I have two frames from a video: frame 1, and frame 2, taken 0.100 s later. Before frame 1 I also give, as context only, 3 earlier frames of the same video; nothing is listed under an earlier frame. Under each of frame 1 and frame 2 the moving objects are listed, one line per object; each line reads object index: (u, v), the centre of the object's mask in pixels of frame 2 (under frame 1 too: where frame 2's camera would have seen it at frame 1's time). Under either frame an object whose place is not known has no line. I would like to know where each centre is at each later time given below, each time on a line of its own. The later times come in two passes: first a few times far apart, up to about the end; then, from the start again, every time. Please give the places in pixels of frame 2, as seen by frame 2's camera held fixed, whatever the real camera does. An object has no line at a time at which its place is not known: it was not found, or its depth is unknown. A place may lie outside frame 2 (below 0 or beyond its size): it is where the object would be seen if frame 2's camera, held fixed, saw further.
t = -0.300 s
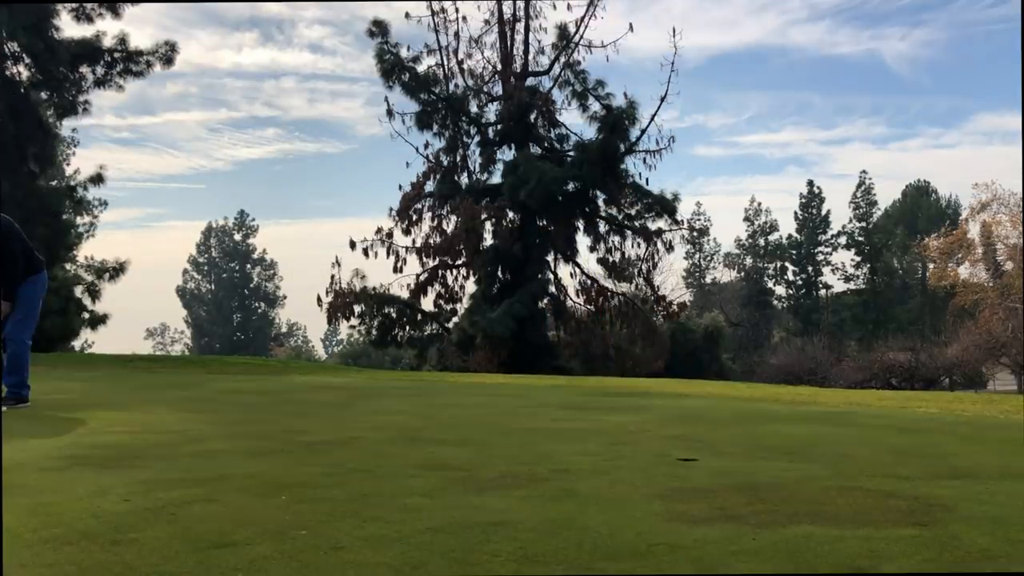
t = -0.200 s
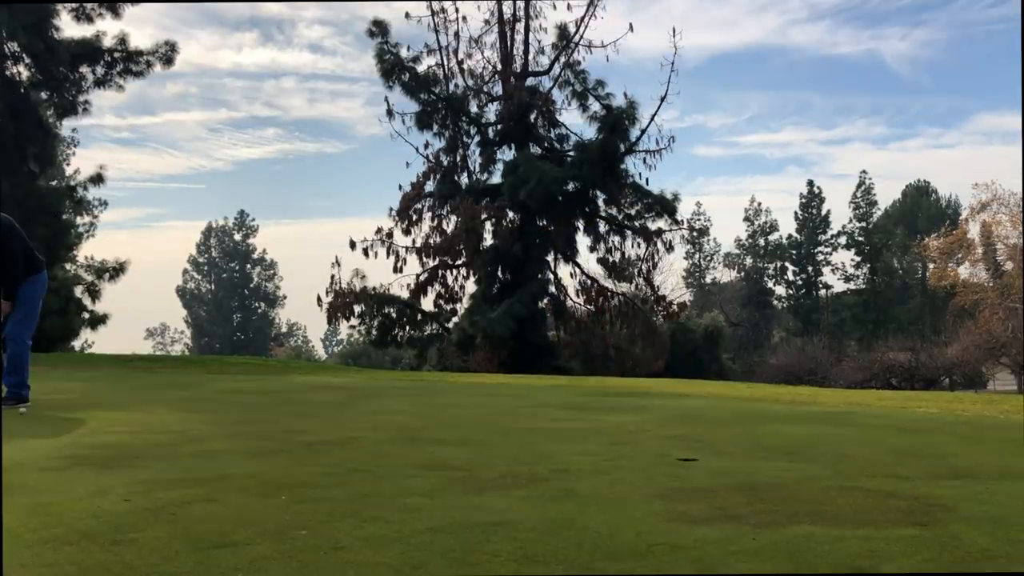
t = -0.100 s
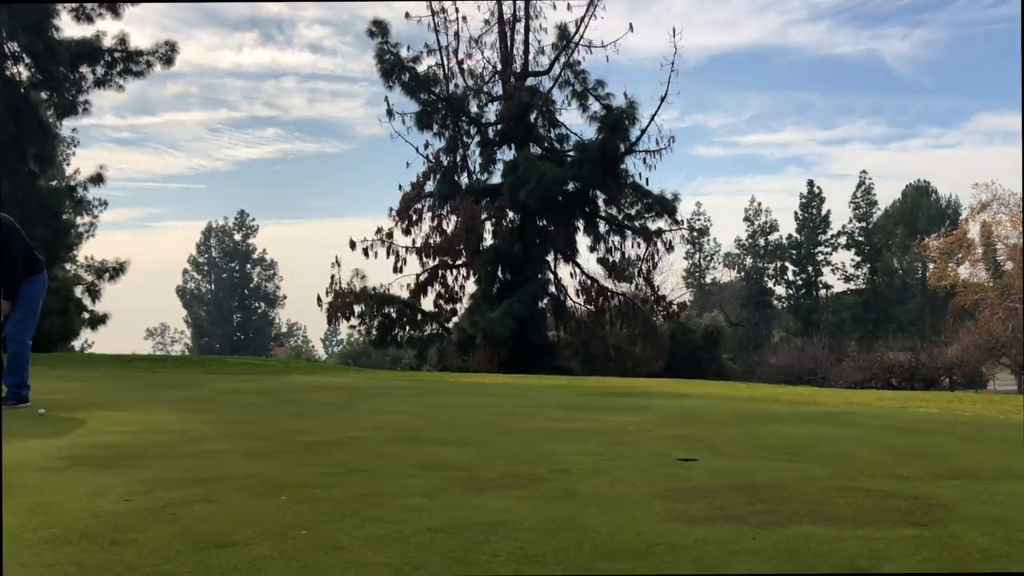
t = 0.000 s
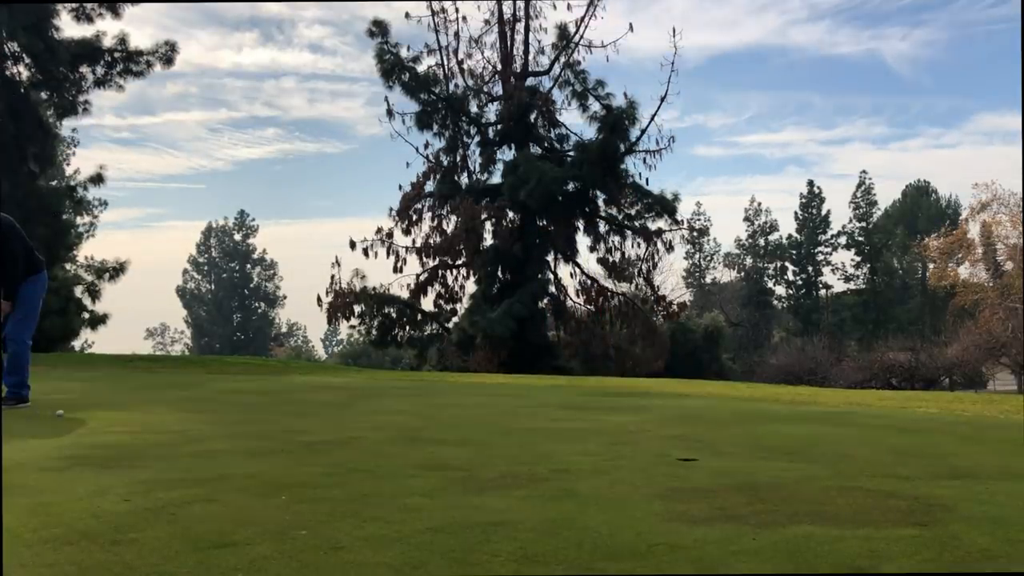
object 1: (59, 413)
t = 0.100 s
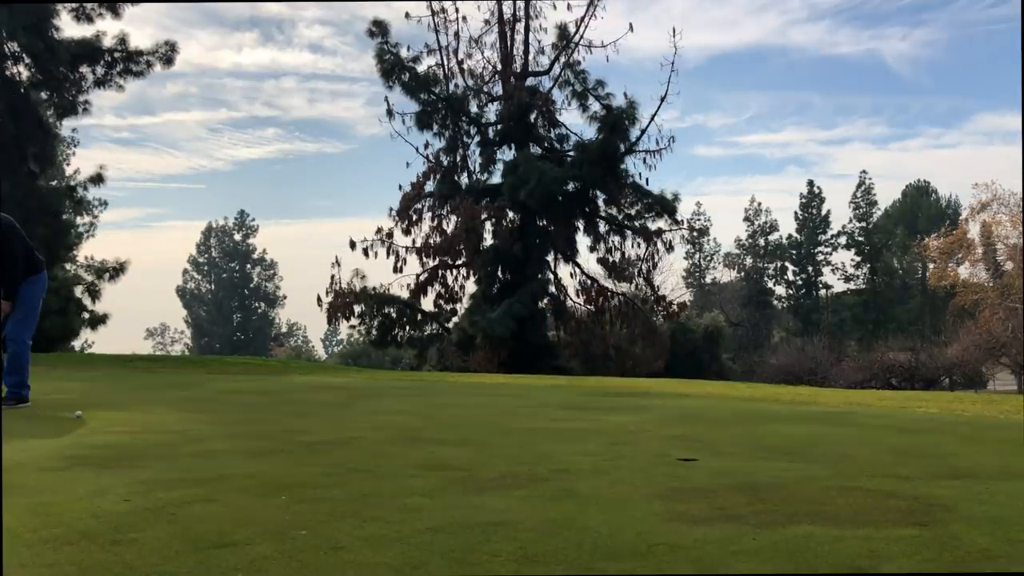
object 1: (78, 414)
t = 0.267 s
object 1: (109, 416)
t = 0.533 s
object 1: (159, 420)
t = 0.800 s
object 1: (209, 423)
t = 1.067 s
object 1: (261, 428)
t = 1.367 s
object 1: (321, 432)
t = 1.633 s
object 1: (376, 436)
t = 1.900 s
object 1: (430, 440)
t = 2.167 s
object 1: (484, 444)
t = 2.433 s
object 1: (538, 449)
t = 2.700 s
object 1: (589, 453)
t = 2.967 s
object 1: (640, 458)
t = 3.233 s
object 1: (689, 462)
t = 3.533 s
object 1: (741, 467)
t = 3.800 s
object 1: (784, 470)
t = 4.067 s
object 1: (823, 473)
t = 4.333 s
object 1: (857, 476)
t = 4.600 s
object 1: (884, 478)
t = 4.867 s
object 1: (905, 480)
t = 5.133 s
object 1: (919, 481)
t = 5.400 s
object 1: (925, 482)
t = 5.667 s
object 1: (924, 481)
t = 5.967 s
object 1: (924, 482)
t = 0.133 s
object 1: (84, 415)
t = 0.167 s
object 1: (90, 415)
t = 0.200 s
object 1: (96, 415)
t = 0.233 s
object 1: (103, 415)
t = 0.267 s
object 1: (109, 416)
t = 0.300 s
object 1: (115, 416)
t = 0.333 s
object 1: (121, 417)
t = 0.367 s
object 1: (127, 417)
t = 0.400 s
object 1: (134, 418)
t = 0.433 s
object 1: (140, 419)
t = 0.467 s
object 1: (146, 419)
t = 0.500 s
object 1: (152, 419)
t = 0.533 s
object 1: (159, 420)
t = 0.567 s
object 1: (165, 420)
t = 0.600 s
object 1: (171, 421)
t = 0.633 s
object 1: (177, 421)
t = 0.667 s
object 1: (184, 422)
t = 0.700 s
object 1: (190, 422)
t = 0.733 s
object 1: (197, 422)
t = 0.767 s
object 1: (203, 423)
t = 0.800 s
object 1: (209, 423)
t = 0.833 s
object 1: (216, 424)
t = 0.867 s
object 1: (222, 425)
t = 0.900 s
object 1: (229, 425)
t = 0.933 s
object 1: (235, 425)
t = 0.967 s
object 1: (242, 426)
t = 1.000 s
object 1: (248, 427)
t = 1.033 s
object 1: (255, 427)
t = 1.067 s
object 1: (261, 428)
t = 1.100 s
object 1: (268, 429)
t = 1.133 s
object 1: (274, 429)
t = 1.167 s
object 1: (281, 429)
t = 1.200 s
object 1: (287, 430)
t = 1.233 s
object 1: (294, 430)
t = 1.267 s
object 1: (301, 431)
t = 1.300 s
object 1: (308, 431)
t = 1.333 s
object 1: (314, 432)
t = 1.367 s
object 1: (321, 432)
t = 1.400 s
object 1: (328, 433)
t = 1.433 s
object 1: (335, 433)
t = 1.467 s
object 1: (341, 434)
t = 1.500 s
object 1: (348, 434)
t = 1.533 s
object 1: (355, 435)
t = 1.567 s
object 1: (362, 435)
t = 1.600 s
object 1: (369, 435)
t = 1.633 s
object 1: (376, 436)
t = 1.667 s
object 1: (383, 437)
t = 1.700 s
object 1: (389, 437)
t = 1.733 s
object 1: (396, 438)
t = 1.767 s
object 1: (403, 438)
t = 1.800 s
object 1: (410, 439)
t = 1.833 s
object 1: (417, 439)
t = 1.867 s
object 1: (424, 440)
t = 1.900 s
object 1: (430, 440)
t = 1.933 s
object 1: (437, 441)
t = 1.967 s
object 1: (444, 441)
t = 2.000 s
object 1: (451, 442)
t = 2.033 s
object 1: (458, 442)
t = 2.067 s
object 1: (464, 443)
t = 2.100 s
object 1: (471, 444)
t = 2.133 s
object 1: (478, 444)
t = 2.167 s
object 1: (484, 444)
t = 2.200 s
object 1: (491, 445)
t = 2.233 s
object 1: (498, 446)
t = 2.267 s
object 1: (505, 446)
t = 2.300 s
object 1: (511, 447)
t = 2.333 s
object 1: (518, 447)
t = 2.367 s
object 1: (525, 447)
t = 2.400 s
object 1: (531, 448)
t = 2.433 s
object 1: (538, 449)
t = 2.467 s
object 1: (544, 449)
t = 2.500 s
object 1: (550, 450)
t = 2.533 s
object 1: (557, 450)
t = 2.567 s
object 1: (563, 451)
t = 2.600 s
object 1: (570, 452)
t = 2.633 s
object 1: (576, 452)
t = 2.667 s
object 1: (583, 453)
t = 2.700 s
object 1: (589, 453)
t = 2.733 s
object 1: (595, 454)
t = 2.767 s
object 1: (601, 455)
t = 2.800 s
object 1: (608, 455)
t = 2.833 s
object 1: (614, 456)
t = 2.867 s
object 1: (621, 456)
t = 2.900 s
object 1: (627, 457)
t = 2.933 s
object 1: (633, 457)
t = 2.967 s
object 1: (640, 458)
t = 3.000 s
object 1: (646, 459)
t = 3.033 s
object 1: (652, 459)
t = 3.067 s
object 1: (658, 459)
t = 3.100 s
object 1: (664, 460)
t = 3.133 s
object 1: (671, 460)
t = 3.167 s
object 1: (677, 461)
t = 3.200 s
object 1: (683, 461)
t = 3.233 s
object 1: (689, 462)
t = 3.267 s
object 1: (695, 463)
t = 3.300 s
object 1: (700, 463)
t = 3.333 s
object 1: (706, 464)
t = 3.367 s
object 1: (712, 465)
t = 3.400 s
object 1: (718, 465)
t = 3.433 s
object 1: (724, 466)
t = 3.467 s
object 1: (729, 466)
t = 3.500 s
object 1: (735, 467)
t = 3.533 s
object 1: (741, 467)
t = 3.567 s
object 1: (746, 468)
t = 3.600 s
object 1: (752, 468)
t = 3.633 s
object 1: (758, 468)
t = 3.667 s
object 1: (763, 469)
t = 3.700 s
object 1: (768, 469)
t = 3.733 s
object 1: (774, 470)
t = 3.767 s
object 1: (779, 470)
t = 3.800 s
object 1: (784, 470)
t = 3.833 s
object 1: (789, 471)
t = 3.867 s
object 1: (795, 471)
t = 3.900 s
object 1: (799, 472)
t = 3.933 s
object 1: (804, 472)
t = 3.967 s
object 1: (809, 473)
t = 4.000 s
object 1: (814, 473)
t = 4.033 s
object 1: (818, 473)
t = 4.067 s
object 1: (823, 473)
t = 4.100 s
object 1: (828, 474)
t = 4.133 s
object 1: (832, 474)
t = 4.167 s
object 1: (837, 474)
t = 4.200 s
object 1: (841, 474)
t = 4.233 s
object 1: (845, 475)
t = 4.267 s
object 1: (849, 475)
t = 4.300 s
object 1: (853, 475)
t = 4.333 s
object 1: (857, 476)
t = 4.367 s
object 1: (861, 476)
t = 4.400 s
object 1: (864, 476)
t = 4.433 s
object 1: (868, 477)
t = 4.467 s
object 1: (871, 477)
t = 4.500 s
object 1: (875, 477)
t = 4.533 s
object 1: (878, 478)
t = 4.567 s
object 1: (881, 478)
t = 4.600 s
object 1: (884, 478)
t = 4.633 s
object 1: (887, 478)
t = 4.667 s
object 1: (890, 478)
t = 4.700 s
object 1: (893, 479)
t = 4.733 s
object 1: (895, 479)
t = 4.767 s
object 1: (897, 480)
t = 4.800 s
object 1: (900, 480)
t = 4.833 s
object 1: (902, 480)
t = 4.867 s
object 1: (905, 480)
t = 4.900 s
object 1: (907, 480)
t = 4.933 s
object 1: (909, 480)
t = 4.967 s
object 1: (911, 480)
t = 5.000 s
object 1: (912, 481)
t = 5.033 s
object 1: (914, 481)
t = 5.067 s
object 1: (916, 481)
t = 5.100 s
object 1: (917, 481)
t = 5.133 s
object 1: (919, 481)
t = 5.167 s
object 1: (920, 481)
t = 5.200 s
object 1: (921, 481)
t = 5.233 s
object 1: (922, 481)
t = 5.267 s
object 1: (923, 481)
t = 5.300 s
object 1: (924, 481)
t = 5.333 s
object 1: (924, 481)
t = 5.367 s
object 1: (925, 481)
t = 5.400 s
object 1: (925, 482)
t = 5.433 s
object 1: (925, 482)
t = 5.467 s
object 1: (925, 482)
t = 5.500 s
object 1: (924, 481)
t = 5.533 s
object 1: (924, 481)
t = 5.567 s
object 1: (924, 481)
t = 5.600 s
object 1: (924, 481)
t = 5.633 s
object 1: (924, 481)
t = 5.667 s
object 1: (924, 481)
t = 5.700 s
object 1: (924, 481)
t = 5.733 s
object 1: (924, 482)
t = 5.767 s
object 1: (924, 482)
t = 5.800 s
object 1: (924, 482)
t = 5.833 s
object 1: (924, 482)
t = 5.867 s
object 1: (924, 482)
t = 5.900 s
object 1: (924, 482)
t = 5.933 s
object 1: (924, 482)
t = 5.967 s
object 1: (924, 482)
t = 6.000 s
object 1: (924, 482)
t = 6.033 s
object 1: (924, 482)
